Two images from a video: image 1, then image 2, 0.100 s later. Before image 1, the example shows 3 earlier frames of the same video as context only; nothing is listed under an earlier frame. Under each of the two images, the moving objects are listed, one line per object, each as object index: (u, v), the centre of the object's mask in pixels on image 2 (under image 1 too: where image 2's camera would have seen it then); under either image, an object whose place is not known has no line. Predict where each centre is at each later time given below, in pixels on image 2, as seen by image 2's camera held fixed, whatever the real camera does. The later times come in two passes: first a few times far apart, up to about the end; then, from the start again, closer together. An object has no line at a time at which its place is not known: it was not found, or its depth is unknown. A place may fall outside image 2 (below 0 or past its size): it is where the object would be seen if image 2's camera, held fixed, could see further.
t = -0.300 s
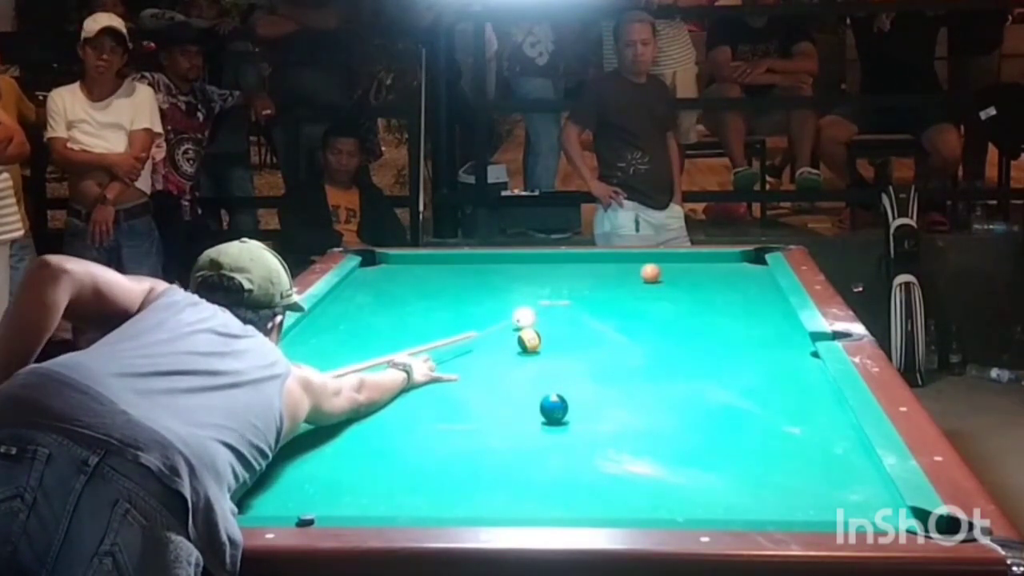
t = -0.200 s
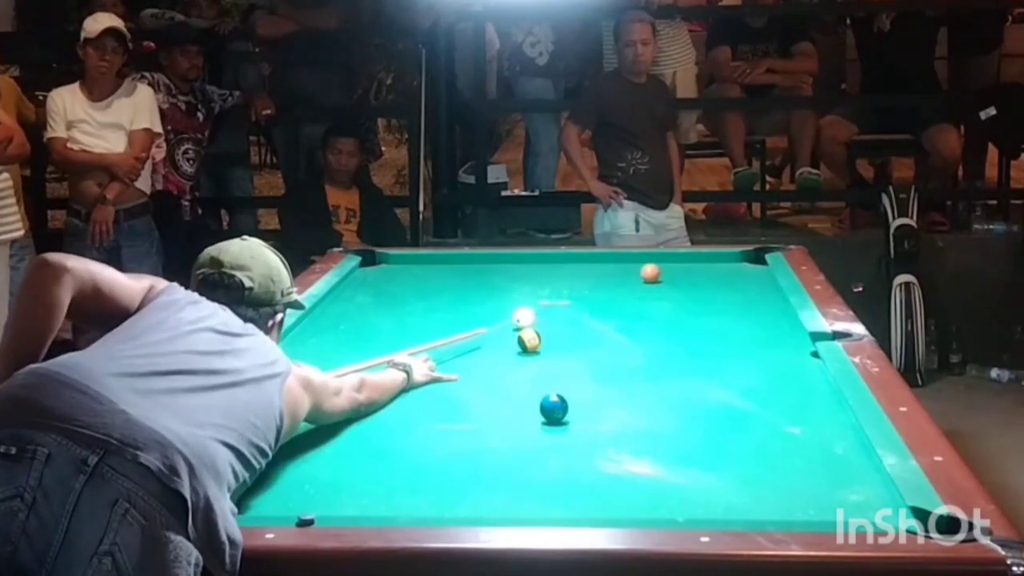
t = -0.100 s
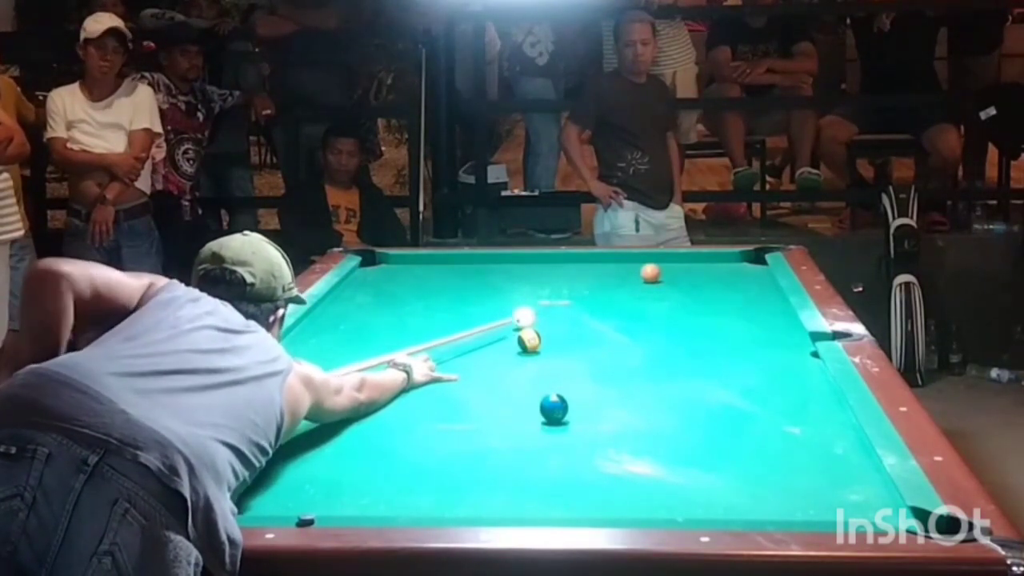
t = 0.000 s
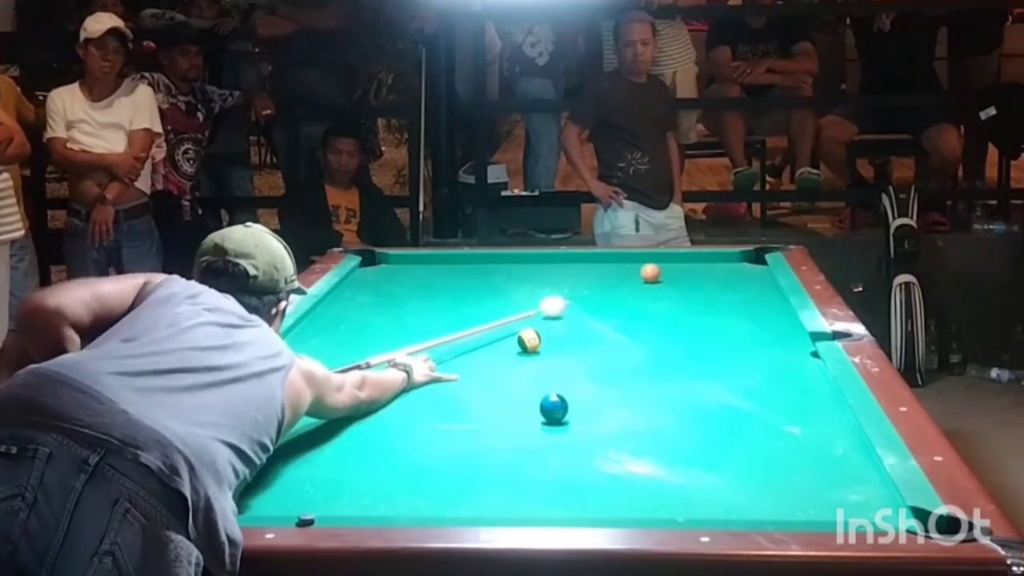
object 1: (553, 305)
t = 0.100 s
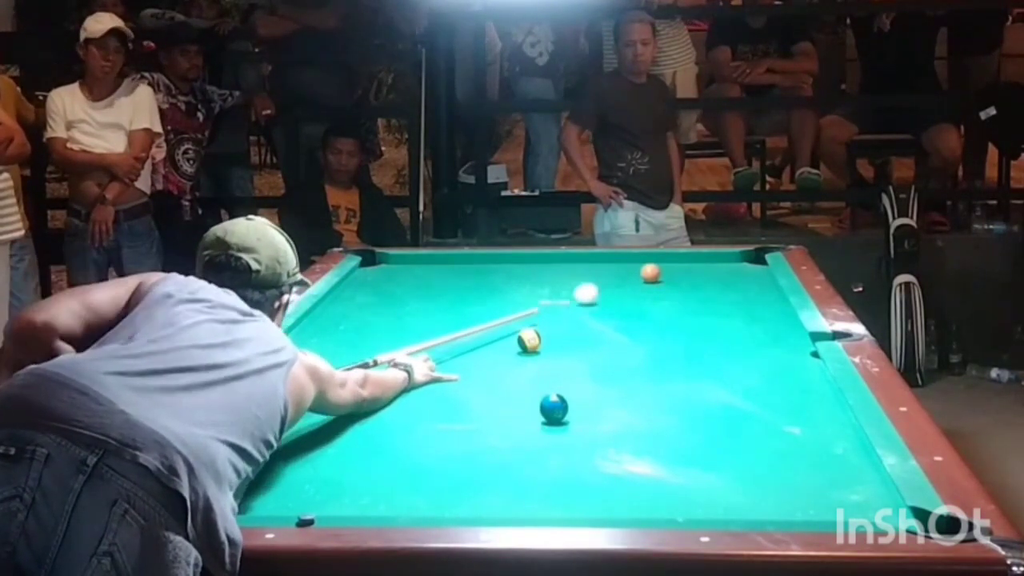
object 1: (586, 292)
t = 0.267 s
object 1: (635, 275)
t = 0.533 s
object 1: (615, 265)
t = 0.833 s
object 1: (610, 257)
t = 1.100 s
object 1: (612, 263)
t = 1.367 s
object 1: (614, 269)
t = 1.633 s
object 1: (615, 274)
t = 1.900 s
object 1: (617, 280)
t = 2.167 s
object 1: (619, 284)
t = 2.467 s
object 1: (620, 290)
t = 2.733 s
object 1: (623, 294)
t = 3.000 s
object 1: (624, 298)
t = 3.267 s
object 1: (626, 302)
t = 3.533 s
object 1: (627, 306)
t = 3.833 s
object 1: (628, 310)
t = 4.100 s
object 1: (630, 312)
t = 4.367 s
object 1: (631, 314)
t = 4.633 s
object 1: (632, 316)
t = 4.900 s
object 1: (634, 318)
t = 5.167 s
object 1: (635, 319)
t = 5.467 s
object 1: (635, 319)
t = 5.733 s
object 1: (635, 320)
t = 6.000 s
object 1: (635, 320)
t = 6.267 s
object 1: (635, 320)
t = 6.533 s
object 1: (635, 320)
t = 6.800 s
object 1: (635, 320)
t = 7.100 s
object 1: (635, 319)
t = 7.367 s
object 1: (635, 319)
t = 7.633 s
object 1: (635, 320)
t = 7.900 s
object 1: (635, 319)
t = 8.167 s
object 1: (635, 319)
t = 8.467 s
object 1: (635, 320)
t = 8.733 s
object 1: (635, 320)
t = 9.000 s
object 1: (635, 320)
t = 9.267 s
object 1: (635, 320)
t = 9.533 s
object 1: (635, 320)
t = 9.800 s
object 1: (635, 319)
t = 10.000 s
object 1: (635, 319)
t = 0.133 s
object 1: (596, 289)
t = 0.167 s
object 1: (607, 285)
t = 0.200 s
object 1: (616, 281)
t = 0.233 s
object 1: (626, 278)
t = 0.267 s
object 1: (635, 275)
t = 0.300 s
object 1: (632, 274)
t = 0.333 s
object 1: (628, 273)
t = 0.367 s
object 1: (624, 272)
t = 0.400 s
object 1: (621, 270)
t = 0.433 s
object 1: (619, 269)
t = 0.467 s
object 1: (617, 268)
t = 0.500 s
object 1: (616, 266)
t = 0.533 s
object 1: (615, 265)
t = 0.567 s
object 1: (614, 264)
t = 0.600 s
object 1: (614, 262)
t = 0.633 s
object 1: (612, 261)
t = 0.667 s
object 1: (611, 260)
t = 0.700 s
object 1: (611, 258)
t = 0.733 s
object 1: (610, 257)
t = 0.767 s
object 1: (609, 256)
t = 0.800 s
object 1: (609, 256)
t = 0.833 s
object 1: (610, 257)
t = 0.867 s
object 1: (610, 258)
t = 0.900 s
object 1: (610, 259)
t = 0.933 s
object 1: (610, 260)
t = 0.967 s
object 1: (611, 260)
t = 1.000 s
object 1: (611, 261)
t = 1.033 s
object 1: (611, 262)
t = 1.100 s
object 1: (612, 263)
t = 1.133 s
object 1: (612, 264)
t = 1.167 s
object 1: (612, 265)
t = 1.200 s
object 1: (613, 265)
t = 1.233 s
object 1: (613, 266)
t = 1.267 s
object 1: (613, 267)
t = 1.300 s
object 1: (614, 267)
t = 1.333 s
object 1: (614, 268)
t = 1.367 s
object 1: (614, 269)
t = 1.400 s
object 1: (614, 269)
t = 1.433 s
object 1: (615, 270)
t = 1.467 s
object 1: (615, 271)
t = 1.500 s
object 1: (615, 271)
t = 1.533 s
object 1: (615, 272)
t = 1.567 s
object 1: (615, 273)
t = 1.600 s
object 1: (615, 273)
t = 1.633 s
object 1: (615, 274)
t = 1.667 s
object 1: (616, 275)
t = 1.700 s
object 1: (616, 276)
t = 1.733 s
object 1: (616, 276)
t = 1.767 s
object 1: (616, 277)
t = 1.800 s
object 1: (617, 278)
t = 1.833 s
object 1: (617, 278)
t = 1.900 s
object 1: (617, 280)
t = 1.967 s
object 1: (618, 281)
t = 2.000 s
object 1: (618, 281)
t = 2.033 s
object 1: (618, 282)
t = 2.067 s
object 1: (618, 282)
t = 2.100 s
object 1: (618, 283)
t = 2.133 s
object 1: (619, 283)
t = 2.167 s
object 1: (619, 284)
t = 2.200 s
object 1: (619, 285)
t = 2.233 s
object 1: (619, 285)
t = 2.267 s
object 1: (619, 286)
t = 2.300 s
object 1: (619, 287)
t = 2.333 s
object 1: (619, 287)
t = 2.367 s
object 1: (620, 288)
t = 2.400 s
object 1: (620, 289)
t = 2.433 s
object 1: (620, 289)
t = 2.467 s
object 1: (620, 290)
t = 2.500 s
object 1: (621, 290)
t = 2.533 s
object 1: (621, 291)
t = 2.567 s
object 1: (621, 292)
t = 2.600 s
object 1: (621, 292)
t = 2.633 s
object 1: (622, 293)
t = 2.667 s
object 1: (622, 293)
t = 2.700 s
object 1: (622, 294)
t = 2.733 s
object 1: (623, 294)
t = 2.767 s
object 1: (623, 295)
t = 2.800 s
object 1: (623, 296)
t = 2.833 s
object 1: (623, 296)
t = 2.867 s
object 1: (623, 296)
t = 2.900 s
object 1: (624, 297)
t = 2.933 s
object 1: (624, 297)
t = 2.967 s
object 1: (624, 298)
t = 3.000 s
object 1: (624, 298)
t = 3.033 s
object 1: (624, 299)
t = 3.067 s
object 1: (625, 299)
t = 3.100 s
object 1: (625, 300)
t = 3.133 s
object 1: (625, 300)
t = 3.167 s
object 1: (626, 301)
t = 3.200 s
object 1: (626, 301)
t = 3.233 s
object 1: (626, 302)
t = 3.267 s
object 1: (626, 302)
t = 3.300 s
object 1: (626, 303)
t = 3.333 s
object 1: (626, 303)
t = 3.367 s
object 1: (626, 304)
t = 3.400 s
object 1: (627, 304)
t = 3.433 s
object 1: (627, 305)
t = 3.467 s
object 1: (627, 305)
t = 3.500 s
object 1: (627, 306)
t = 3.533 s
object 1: (627, 306)
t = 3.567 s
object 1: (627, 306)
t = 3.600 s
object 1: (627, 307)
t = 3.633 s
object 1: (627, 307)
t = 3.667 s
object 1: (628, 308)
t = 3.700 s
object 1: (628, 308)
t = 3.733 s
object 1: (628, 308)
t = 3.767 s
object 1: (628, 309)
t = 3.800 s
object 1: (628, 309)
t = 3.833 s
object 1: (628, 310)
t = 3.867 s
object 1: (628, 310)
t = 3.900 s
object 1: (628, 310)
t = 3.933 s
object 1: (629, 310)
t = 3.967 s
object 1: (629, 311)
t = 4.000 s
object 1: (629, 311)
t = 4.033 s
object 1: (629, 312)
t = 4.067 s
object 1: (630, 312)
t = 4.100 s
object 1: (630, 312)
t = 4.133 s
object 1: (630, 313)
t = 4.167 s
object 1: (630, 313)
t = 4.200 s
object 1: (630, 313)
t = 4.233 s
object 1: (631, 313)
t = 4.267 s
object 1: (631, 314)
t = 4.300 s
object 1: (631, 314)
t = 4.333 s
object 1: (631, 314)
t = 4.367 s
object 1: (631, 314)
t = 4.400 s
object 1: (631, 315)
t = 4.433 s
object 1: (631, 315)
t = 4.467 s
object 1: (632, 315)
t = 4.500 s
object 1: (632, 315)
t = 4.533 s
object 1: (632, 316)
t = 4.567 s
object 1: (632, 316)
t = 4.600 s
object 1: (632, 316)
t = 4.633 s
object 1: (632, 316)
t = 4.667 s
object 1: (633, 317)
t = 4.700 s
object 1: (633, 317)
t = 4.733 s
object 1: (633, 317)
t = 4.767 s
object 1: (633, 317)
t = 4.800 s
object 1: (634, 317)
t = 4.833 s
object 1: (634, 318)
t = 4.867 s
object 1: (634, 318)
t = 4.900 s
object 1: (634, 318)
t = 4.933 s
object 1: (634, 318)
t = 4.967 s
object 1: (634, 318)
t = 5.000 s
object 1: (634, 318)
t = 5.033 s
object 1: (635, 319)
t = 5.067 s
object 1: (635, 319)
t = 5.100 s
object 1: (635, 319)
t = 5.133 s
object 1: (635, 319)
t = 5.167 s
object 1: (635, 319)
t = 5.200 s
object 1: (635, 319)
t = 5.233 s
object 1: (635, 319)
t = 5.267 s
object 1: (635, 319)
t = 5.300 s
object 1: (635, 319)
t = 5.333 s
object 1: (635, 319)
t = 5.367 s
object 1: (635, 319)
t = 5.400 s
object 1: (635, 319)
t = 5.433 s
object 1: (635, 319)
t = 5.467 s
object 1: (635, 319)
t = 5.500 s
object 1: (635, 320)
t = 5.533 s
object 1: (635, 320)
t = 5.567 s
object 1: (635, 320)
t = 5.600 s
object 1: (635, 320)
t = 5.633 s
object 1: (635, 320)
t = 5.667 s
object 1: (635, 320)
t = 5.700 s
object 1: (635, 320)
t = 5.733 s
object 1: (635, 320)
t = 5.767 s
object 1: (635, 320)
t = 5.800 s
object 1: (635, 320)
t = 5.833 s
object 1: (635, 320)
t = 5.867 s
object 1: (635, 320)
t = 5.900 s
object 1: (635, 320)
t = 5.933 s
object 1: (635, 320)
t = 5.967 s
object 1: (635, 320)
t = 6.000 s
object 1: (635, 320)
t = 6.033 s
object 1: (635, 320)
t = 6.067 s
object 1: (635, 320)
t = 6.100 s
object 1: (635, 320)
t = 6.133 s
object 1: (635, 320)
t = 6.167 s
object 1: (635, 320)
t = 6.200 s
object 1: (635, 320)
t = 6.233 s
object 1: (635, 320)
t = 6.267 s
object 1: (635, 320)
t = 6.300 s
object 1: (635, 320)
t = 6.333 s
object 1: (635, 320)
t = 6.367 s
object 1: (635, 320)
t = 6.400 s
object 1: (635, 320)
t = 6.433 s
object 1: (635, 320)
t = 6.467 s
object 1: (635, 320)
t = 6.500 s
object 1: (635, 320)
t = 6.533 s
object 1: (635, 320)
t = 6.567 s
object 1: (635, 320)
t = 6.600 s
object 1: (635, 320)
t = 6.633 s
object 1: (635, 320)
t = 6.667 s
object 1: (635, 319)
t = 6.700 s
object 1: (635, 319)
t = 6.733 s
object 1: (635, 320)
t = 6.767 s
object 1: (635, 320)
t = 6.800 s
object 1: (635, 320)
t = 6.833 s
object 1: (635, 319)
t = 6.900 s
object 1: (635, 319)
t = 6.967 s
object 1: (635, 319)
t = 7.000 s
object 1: (635, 319)
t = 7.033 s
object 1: (635, 319)
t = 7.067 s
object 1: (635, 319)
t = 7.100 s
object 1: (635, 319)
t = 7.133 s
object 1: (635, 319)
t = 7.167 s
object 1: (635, 319)
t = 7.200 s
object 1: (635, 319)
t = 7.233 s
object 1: (635, 319)
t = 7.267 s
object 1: (635, 319)
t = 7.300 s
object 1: (635, 319)
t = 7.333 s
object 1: (635, 319)
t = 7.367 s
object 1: (635, 319)
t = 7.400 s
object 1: (635, 319)
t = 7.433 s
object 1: (635, 320)
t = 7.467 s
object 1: (635, 320)
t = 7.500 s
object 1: (635, 319)
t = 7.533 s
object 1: (635, 319)
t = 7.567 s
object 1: (635, 319)
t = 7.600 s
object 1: (635, 319)
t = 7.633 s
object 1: (635, 320)
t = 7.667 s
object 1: (635, 319)
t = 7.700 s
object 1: (635, 319)
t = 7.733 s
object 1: (635, 319)
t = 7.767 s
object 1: (635, 319)
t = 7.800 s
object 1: (635, 319)
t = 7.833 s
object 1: (635, 319)
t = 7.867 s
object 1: (635, 319)
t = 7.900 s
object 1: (635, 319)
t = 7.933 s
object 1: (635, 319)
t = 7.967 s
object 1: (635, 319)
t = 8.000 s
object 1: (635, 319)
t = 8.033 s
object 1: (635, 319)
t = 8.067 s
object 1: (635, 319)
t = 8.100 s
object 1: (635, 319)
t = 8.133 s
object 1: (635, 319)
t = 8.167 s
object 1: (635, 319)
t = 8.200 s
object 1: (635, 319)
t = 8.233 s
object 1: (635, 319)
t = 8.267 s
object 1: (635, 320)
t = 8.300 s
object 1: (635, 320)
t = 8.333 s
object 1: (635, 320)
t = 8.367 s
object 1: (635, 320)
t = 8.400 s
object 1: (635, 319)
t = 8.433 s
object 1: (635, 319)
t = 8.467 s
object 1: (635, 320)
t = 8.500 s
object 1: (635, 320)
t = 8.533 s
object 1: (635, 320)
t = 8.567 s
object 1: (635, 320)
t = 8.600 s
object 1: (635, 320)
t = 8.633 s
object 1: (635, 320)
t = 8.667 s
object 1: (635, 320)
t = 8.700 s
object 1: (635, 320)
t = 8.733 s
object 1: (635, 320)
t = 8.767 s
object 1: (635, 320)
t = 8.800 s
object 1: (635, 320)
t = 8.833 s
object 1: (635, 320)
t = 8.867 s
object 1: (635, 320)
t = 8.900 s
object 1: (635, 320)
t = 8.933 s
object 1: (635, 320)
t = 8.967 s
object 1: (635, 320)
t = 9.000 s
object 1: (635, 320)
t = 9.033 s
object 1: (635, 320)
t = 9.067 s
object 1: (635, 320)
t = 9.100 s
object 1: (635, 320)
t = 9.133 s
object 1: (635, 320)
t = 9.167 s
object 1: (635, 320)
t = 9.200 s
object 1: (635, 320)
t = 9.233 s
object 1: (635, 320)
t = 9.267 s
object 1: (635, 320)
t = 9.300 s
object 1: (635, 320)
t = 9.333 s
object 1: (635, 320)
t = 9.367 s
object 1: (635, 320)
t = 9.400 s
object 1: (635, 320)
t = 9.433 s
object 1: (635, 320)
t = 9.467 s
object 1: (635, 320)
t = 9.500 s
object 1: (635, 320)
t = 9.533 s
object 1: (635, 320)
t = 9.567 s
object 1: (635, 320)
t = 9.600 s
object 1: (635, 320)
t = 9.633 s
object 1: (635, 320)
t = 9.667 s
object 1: (635, 320)
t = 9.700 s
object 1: (635, 320)
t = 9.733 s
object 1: (635, 320)
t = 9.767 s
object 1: (635, 319)
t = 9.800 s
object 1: (635, 319)
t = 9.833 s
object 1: (635, 319)
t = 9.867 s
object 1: (635, 319)
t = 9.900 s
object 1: (635, 319)
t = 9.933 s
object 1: (635, 319)
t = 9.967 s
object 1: (635, 319)
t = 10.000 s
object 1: (635, 319)
